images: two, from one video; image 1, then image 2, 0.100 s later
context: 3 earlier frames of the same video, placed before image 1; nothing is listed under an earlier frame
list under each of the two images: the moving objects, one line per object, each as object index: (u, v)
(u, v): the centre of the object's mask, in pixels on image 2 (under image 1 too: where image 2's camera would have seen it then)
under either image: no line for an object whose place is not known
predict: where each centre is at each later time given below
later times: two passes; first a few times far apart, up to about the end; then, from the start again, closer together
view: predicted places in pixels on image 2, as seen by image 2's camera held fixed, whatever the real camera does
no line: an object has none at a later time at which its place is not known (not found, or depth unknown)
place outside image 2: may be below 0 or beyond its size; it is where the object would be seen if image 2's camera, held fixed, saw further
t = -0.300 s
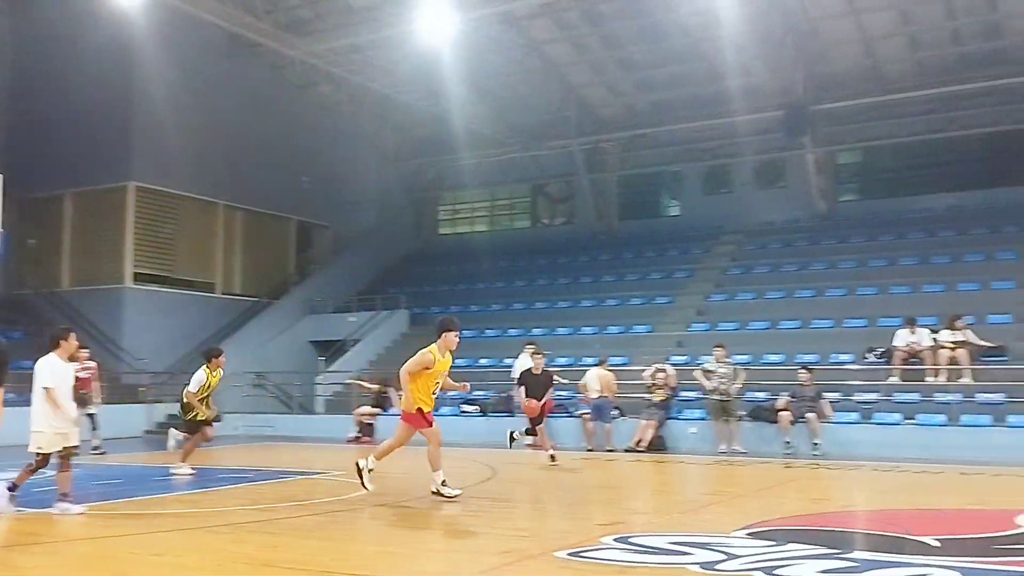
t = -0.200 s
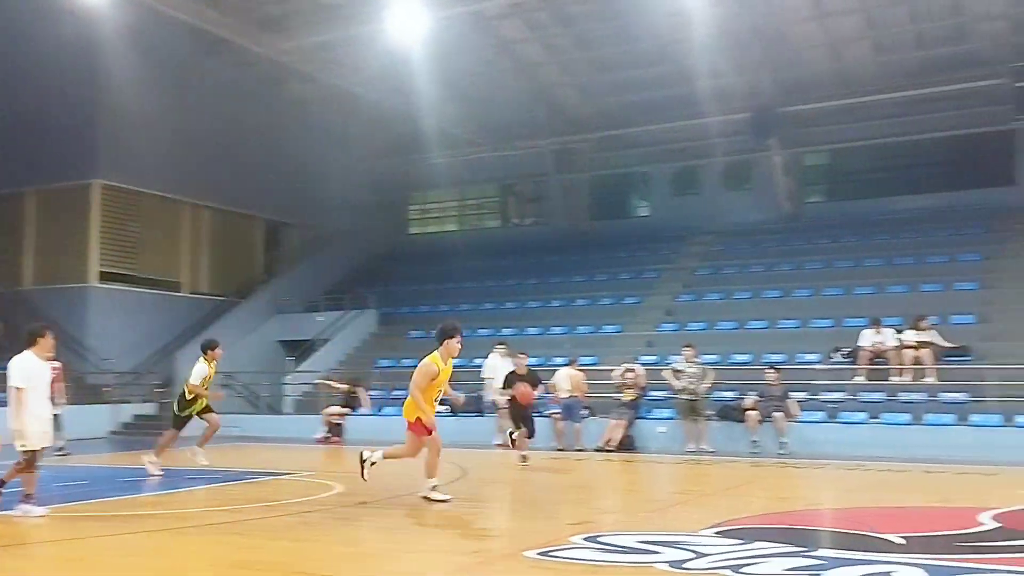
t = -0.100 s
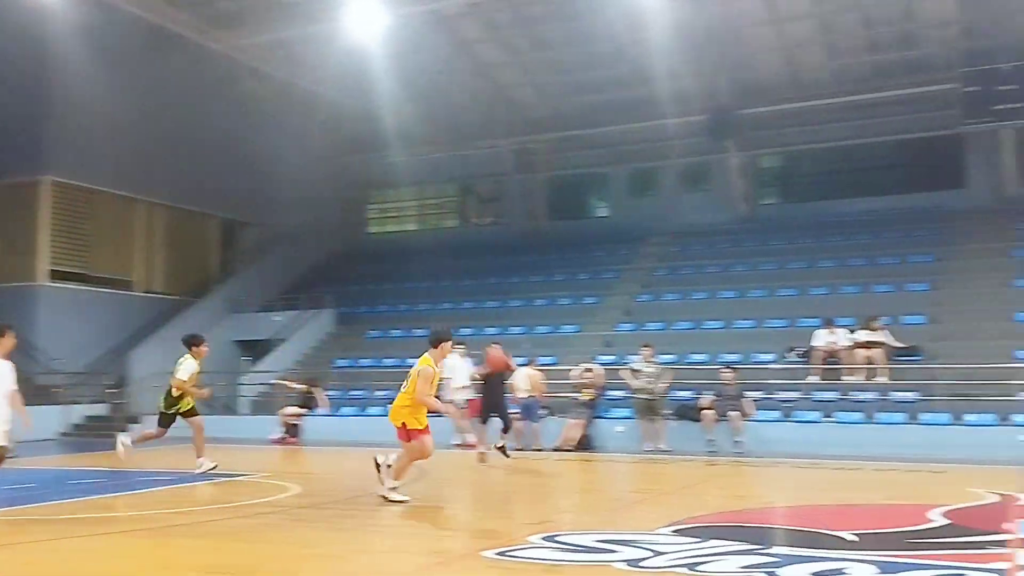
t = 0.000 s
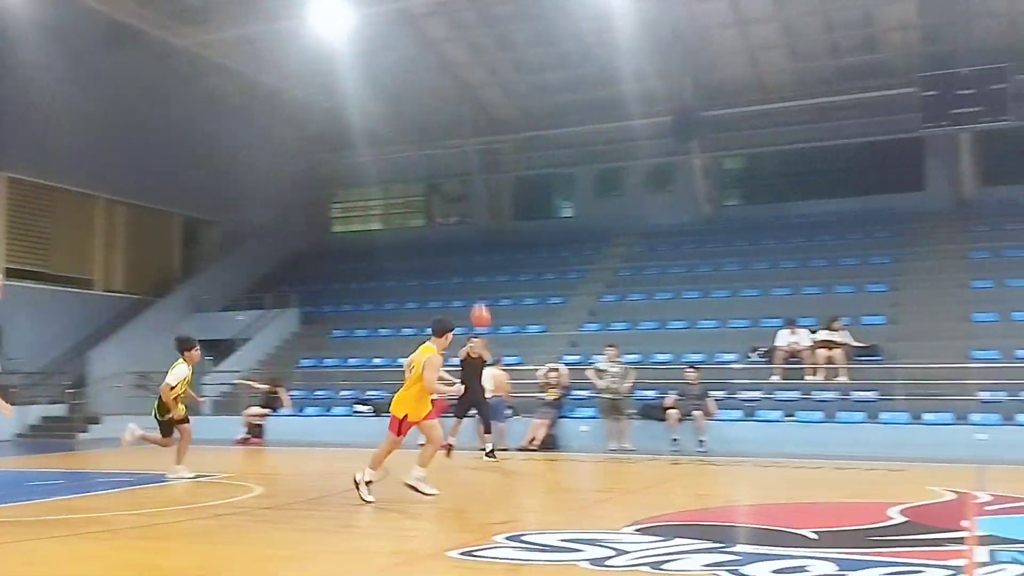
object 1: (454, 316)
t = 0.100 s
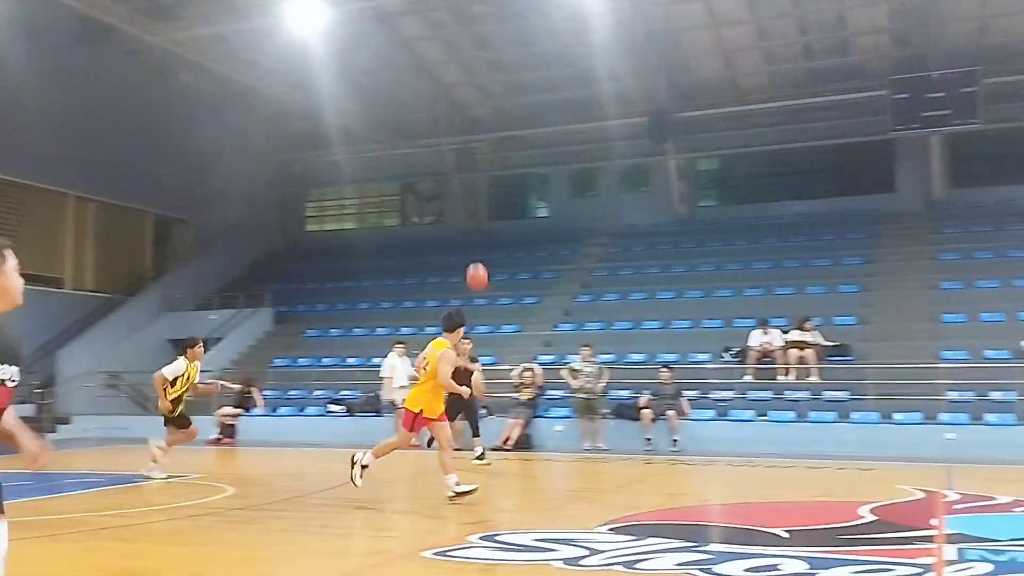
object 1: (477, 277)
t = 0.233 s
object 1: (511, 230)
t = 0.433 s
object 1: (574, 174)
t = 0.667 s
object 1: (680, 149)
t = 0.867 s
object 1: (826, 191)
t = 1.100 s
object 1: (1157, 427)
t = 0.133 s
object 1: (485, 264)
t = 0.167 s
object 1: (493, 252)
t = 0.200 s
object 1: (502, 241)
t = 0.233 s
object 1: (511, 230)
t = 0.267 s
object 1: (520, 219)
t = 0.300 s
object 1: (530, 208)
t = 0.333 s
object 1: (540, 198)
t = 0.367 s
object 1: (551, 190)
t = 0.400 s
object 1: (562, 182)
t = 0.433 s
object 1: (574, 174)
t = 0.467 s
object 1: (586, 167)
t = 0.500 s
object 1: (599, 162)
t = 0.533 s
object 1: (613, 157)
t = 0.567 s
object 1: (628, 153)
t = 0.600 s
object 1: (643, 151)
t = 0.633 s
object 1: (661, 149)
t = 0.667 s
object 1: (680, 149)
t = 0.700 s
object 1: (699, 151)
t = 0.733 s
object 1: (721, 154)
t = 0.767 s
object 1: (744, 160)
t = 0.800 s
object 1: (769, 168)
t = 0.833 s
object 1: (797, 178)
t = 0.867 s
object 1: (826, 191)
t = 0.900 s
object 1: (859, 208)
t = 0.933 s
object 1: (896, 229)
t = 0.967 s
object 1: (935, 254)
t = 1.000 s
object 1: (979, 284)
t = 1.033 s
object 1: (1028, 321)
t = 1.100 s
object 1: (1157, 427)
